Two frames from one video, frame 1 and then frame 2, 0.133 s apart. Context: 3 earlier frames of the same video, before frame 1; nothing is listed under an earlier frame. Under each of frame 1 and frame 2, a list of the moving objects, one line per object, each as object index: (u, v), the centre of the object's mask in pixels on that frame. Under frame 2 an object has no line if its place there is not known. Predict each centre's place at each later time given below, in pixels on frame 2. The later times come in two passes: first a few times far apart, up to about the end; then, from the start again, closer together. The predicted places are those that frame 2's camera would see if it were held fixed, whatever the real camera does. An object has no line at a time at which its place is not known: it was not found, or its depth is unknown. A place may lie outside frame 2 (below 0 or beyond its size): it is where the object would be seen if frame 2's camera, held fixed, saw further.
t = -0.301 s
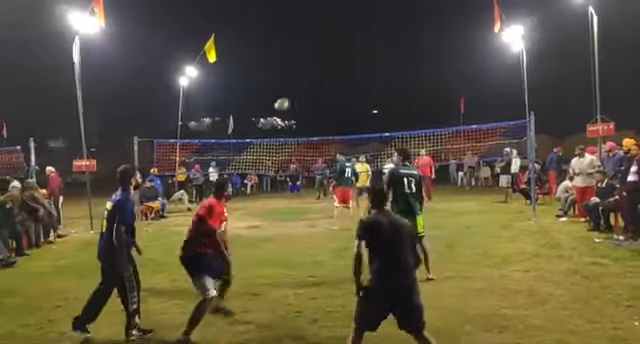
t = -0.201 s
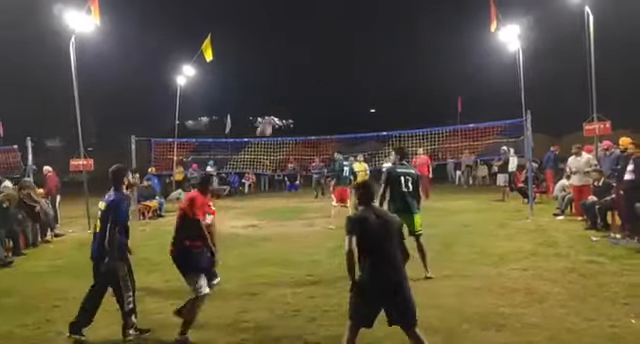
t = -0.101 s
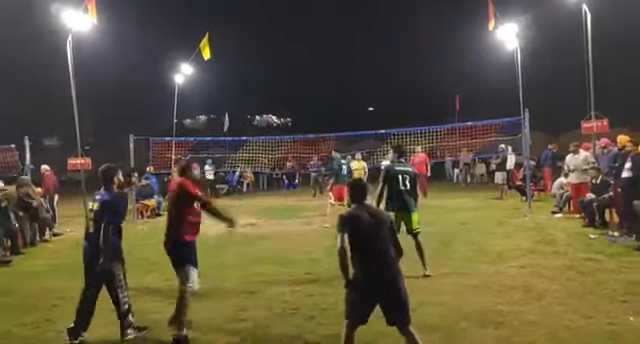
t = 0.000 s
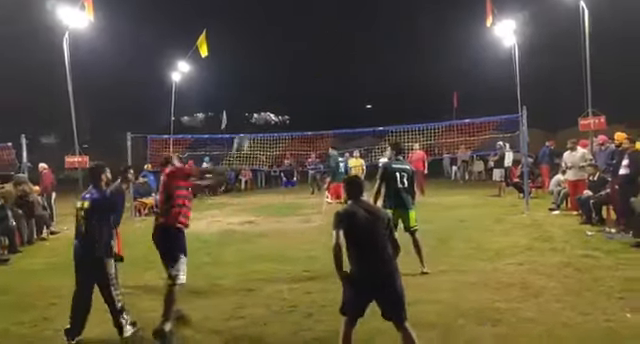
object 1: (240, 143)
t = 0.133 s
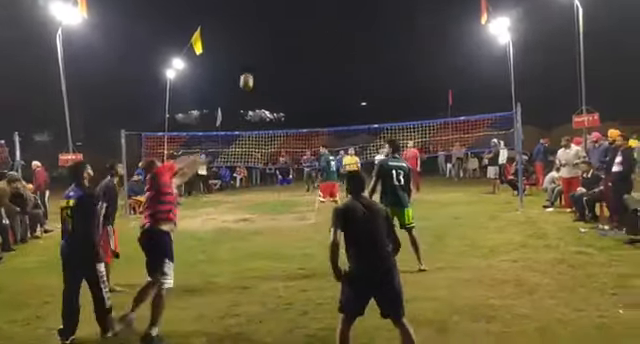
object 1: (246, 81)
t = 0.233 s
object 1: (253, 55)
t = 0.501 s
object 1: (264, 31)
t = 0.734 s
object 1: (272, 40)
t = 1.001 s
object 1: (278, 73)
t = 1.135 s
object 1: (280, 93)
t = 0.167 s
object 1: (249, 71)
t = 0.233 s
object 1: (253, 55)
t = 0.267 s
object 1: (255, 48)
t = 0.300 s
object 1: (256, 42)
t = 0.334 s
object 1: (257, 39)
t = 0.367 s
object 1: (259, 35)
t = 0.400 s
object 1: (261, 34)
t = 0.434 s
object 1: (261, 32)
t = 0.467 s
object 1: (263, 31)
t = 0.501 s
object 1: (264, 31)
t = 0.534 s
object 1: (266, 31)
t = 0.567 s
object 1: (266, 32)
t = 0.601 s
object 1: (268, 33)
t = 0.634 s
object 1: (269, 34)
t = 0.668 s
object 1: (271, 36)
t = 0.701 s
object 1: (271, 38)
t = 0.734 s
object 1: (272, 40)
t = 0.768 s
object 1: (273, 43)
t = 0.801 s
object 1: (273, 47)
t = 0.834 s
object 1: (275, 51)
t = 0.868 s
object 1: (275, 54)
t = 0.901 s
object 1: (276, 59)
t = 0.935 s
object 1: (277, 63)
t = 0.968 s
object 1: (277, 68)
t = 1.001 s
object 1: (278, 73)
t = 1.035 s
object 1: (278, 77)
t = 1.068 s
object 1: (279, 83)
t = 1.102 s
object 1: (279, 88)
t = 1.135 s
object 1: (280, 93)
